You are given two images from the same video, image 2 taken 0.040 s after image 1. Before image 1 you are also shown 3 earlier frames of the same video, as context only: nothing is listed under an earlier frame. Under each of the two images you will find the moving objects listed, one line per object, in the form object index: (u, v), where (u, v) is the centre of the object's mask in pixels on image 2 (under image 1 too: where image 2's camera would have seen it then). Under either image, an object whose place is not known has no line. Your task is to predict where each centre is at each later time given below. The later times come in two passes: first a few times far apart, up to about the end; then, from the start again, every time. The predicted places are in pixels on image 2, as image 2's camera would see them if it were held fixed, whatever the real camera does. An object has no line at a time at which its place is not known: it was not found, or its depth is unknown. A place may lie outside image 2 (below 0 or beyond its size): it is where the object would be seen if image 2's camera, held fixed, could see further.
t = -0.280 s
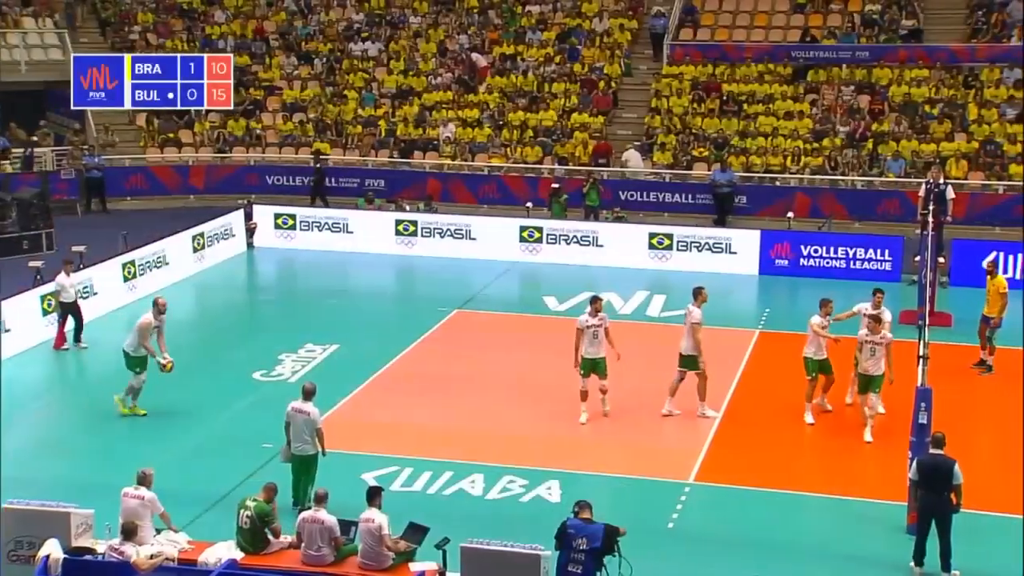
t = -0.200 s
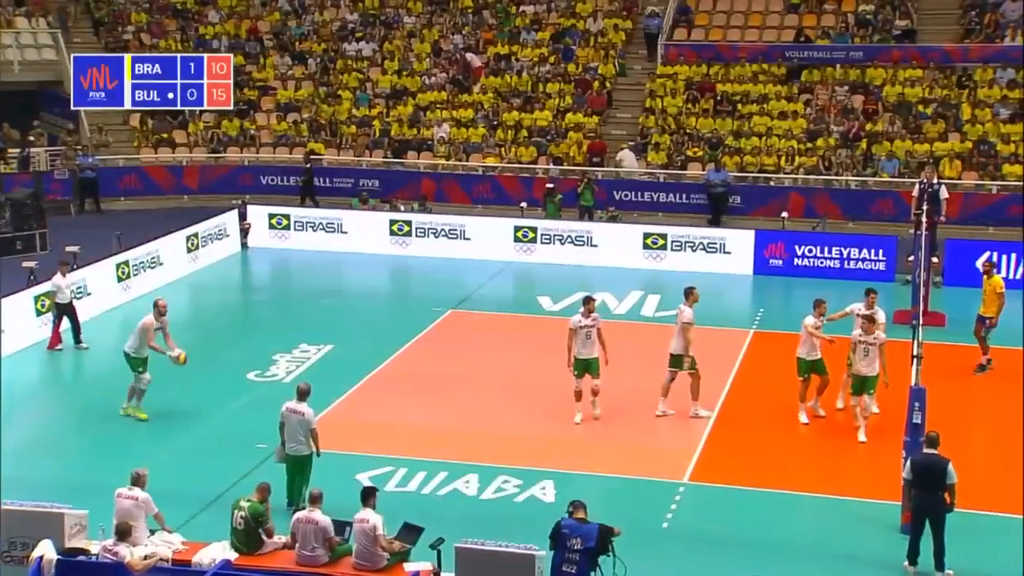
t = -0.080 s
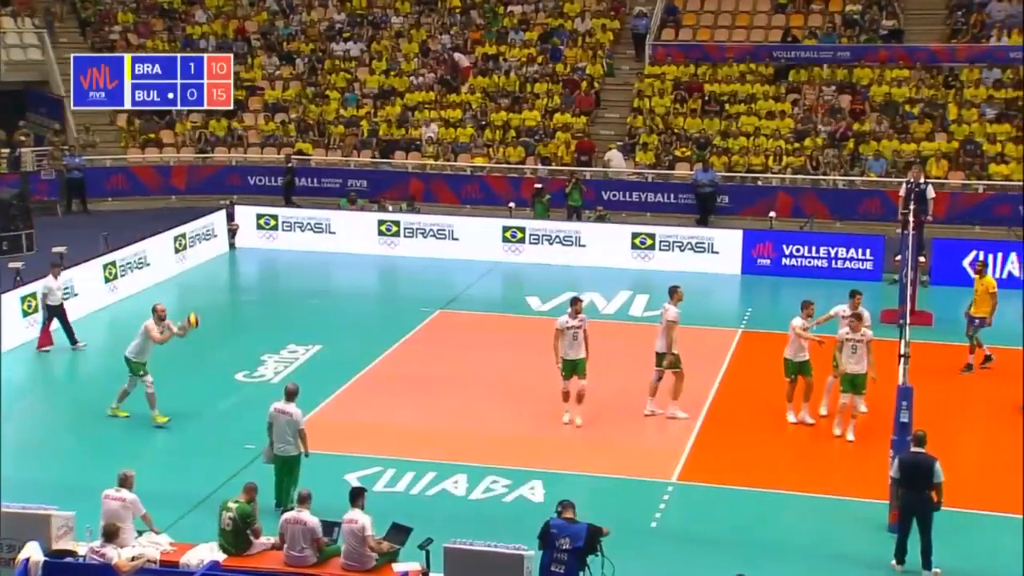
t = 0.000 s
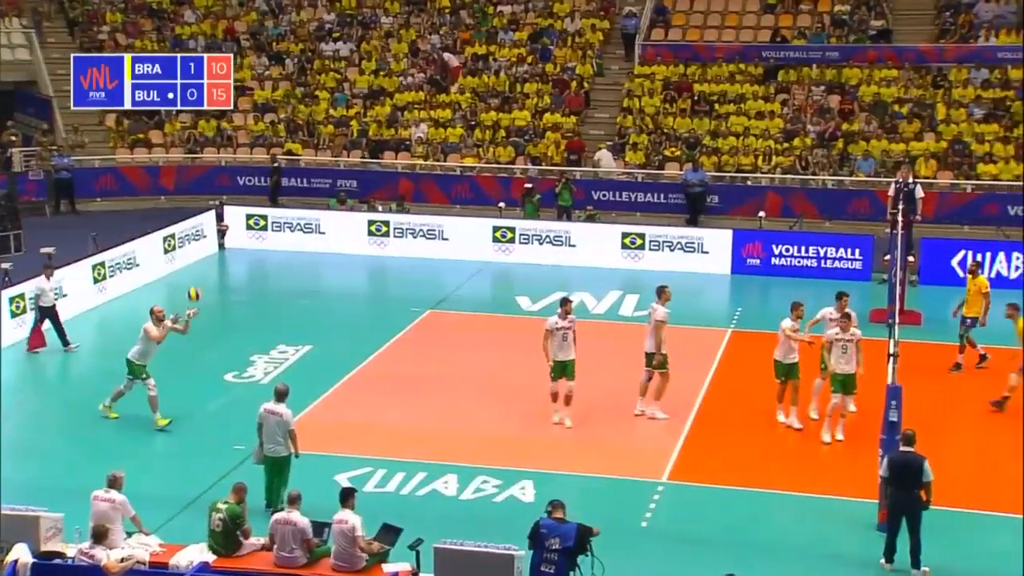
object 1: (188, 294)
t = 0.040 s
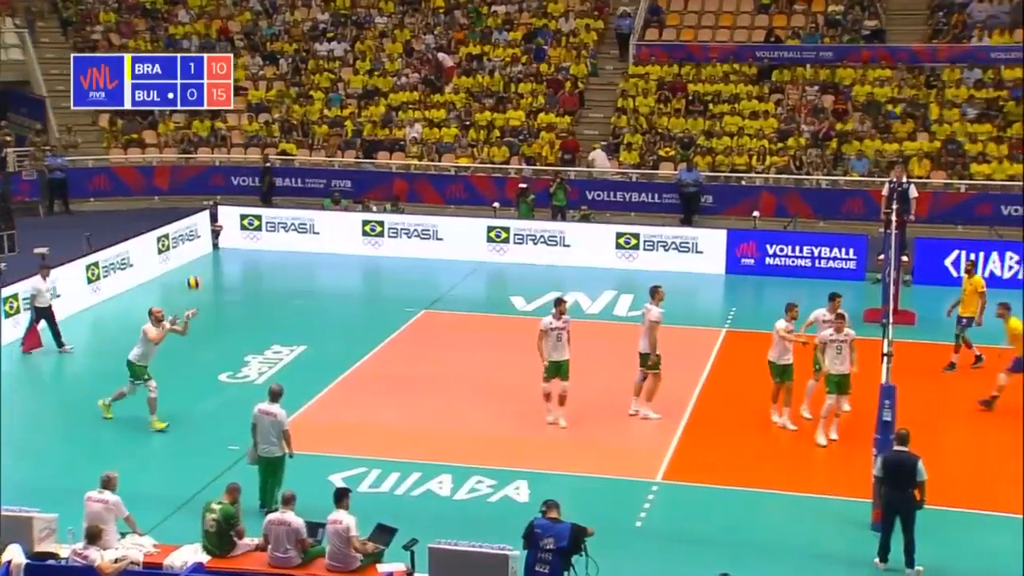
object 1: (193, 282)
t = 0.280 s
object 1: (228, 233)
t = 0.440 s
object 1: (248, 222)
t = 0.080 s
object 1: (199, 272)
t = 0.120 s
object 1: (205, 262)
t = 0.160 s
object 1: (210, 254)
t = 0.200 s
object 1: (216, 246)
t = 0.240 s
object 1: (222, 239)
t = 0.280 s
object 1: (228, 233)
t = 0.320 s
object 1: (233, 228)
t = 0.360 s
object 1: (239, 224)
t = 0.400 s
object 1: (243, 222)
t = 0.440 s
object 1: (248, 222)
